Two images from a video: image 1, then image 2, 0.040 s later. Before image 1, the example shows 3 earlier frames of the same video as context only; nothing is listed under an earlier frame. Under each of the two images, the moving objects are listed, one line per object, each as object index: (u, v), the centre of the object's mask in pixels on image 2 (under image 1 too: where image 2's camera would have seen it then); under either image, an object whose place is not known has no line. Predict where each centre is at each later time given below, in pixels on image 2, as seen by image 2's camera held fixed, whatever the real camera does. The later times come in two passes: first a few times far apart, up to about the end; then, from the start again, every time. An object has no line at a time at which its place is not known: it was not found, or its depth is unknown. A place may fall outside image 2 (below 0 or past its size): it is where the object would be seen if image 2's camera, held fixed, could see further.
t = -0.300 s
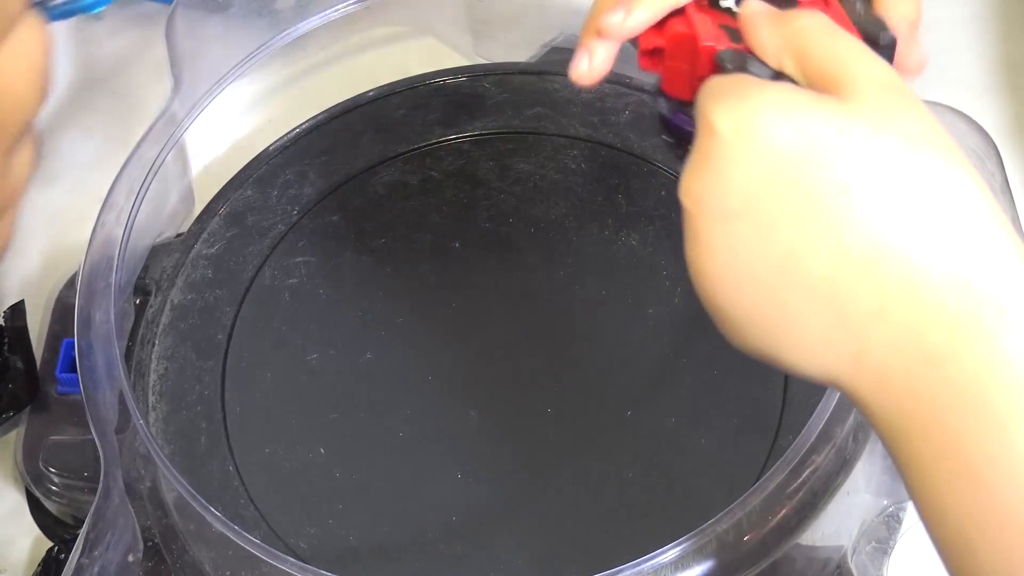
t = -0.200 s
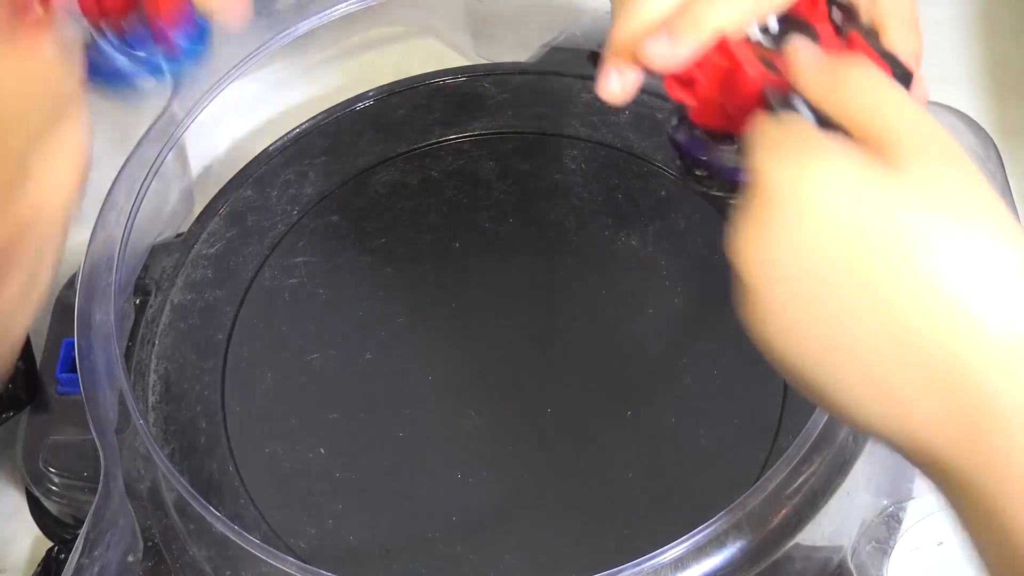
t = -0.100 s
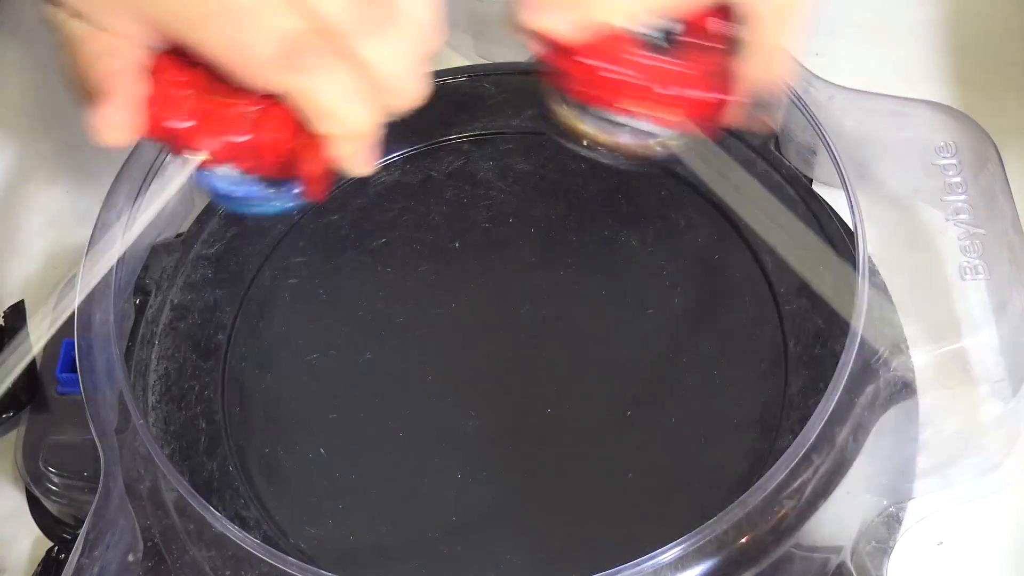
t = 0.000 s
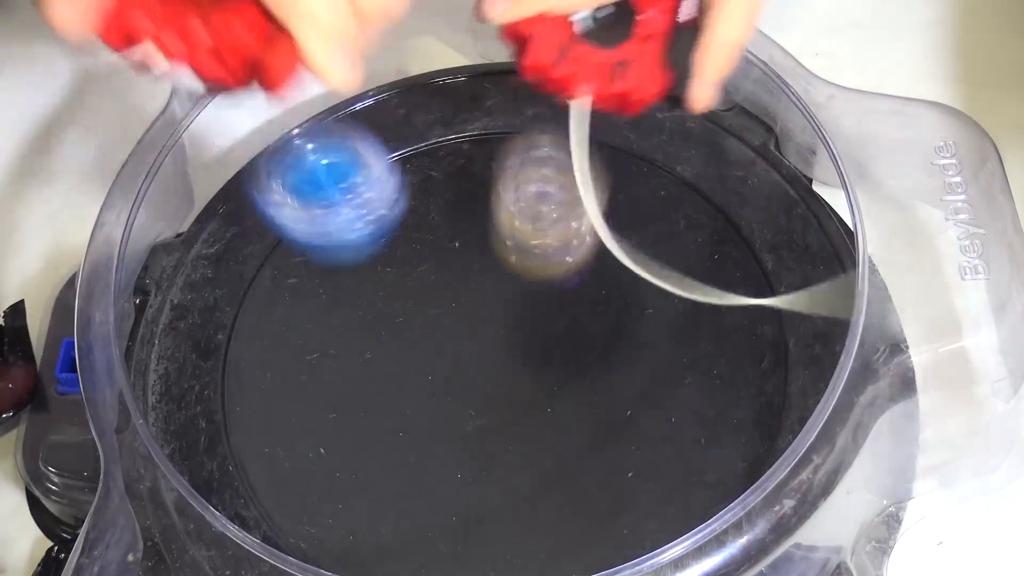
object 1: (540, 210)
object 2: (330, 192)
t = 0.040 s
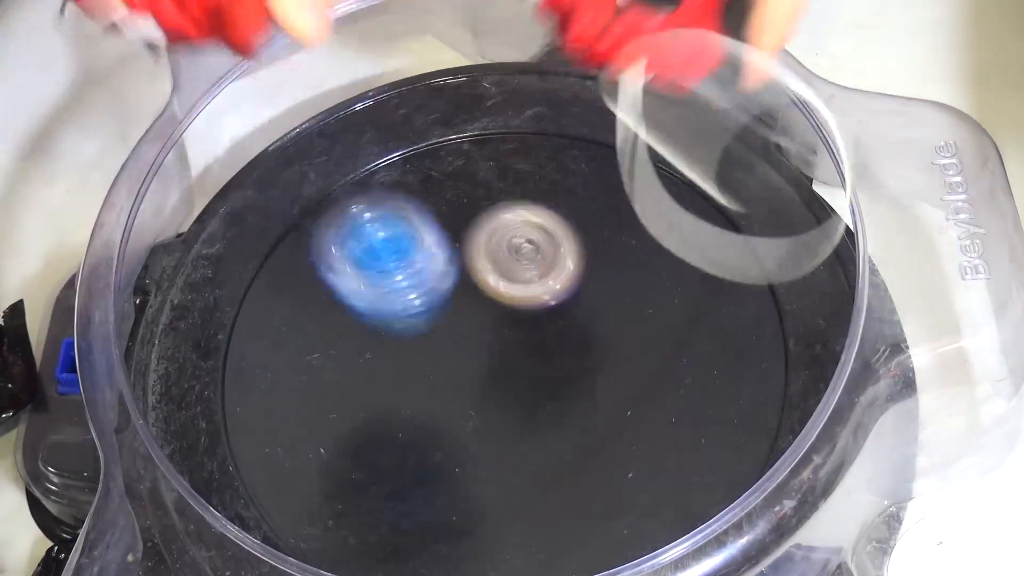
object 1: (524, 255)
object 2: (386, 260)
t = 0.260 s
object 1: (647, 278)
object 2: (351, 452)
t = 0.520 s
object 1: (504, 205)
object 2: (440, 330)
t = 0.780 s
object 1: (357, 268)
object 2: (547, 398)
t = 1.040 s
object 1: (388, 443)
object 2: (645, 500)
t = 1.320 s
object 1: (511, 367)
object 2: (663, 431)
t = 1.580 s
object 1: (383, 164)
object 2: (574, 466)
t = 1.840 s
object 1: (213, 321)
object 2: (477, 419)
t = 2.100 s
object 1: (549, 444)
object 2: (504, 280)
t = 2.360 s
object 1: (651, 143)
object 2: (580, 287)
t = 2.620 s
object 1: (378, 203)
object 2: (572, 383)
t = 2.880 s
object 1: (391, 491)
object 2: (557, 315)
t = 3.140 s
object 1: (695, 452)
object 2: (585, 172)
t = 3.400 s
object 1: (756, 407)
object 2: (432, 138)
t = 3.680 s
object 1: (640, 451)
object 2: (295, 81)
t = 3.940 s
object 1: (545, 445)
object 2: (406, 59)
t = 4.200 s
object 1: (418, 466)
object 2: (403, 61)
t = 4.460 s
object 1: (386, 454)
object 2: (403, 62)
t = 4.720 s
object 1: (416, 370)
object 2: (403, 61)
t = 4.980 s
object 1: (406, 288)
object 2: (403, 61)
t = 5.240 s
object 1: (392, 280)
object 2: (403, 61)
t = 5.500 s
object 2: (405, 61)
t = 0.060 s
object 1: (521, 253)
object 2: (399, 297)
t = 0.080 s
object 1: (552, 263)
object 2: (378, 330)
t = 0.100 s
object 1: (583, 276)
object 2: (358, 364)
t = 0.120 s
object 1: (595, 268)
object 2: (347, 371)
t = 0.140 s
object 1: (603, 258)
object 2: (342, 367)
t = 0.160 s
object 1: (612, 253)
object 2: (339, 368)
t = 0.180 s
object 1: (621, 253)
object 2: (337, 374)
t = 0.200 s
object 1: (630, 258)
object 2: (337, 386)
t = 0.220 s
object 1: (639, 270)
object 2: (340, 403)
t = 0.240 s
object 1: (647, 284)
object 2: (344, 426)
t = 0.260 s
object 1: (647, 278)
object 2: (351, 452)
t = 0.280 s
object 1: (642, 261)
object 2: (356, 454)
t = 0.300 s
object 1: (637, 249)
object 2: (358, 437)
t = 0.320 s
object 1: (632, 241)
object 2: (362, 423)
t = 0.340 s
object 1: (626, 238)
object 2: (368, 415)
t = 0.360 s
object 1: (621, 240)
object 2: (375, 410)
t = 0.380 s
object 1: (608, 228)
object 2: (384, 411)
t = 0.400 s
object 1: (593, 218)
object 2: (393, 416)
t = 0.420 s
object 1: (579, 212)
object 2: (402, 404)
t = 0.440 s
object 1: (565, 211)
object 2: (407, 379)
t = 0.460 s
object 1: (551, 211)
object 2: (415, 360)
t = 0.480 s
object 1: (535, 206)
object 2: (423, 346)
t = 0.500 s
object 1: (520, 205)
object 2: (431, 336)
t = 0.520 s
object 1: (504, 205)
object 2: (440, 330)
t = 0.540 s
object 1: (488, 205)
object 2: (450, 315)
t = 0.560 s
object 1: (474, 206)
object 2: (459, 304)
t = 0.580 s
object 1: (460, 201)
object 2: (467, 305)
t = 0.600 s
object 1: (449, 195)
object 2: (476, 312)
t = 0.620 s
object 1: (438, 193)
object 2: (485, 323)
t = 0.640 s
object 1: (425, 193)
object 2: (494, 329)
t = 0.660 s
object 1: (414, 196)
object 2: (502, 336)
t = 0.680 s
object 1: (402, 202)
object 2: (512, 348)
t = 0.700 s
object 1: (392, 211)
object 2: (522, 359)
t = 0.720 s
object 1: (381, 222)
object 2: (527, 363)
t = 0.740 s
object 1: (371, 234)
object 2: (533, 370)
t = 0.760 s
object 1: (364, 251)
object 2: (540, 383)
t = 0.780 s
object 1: (357, 268)
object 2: (547, 398)
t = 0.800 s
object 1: (353, 287)
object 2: (551, 407)
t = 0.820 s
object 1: (351, 307)
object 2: (554, 416)
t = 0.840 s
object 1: (352, 327)
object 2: (557, 428)
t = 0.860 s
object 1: (356, 349)
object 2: (556, 437)
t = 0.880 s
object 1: (363, 368)
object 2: (550, 435)
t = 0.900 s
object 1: (376, 390)
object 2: (544, 439)
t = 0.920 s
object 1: (390, 409)
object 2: (537, 446)
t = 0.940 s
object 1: (407, 426)
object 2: (531, 458)
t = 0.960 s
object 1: (414, 437)
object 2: (543, 475)
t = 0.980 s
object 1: (405, 439)
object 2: (574, 488)
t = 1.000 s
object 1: (396, 443)
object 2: (602, 499)
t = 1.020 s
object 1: (391, 442)
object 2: (628, 503)
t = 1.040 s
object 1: (388, 443)
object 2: (645, 500)
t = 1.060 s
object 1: (388, 443)
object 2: (660, 497)
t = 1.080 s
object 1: (390, 443)
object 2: (692, 513)
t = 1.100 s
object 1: (394, 441)
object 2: (711, 519)
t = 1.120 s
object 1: (400, 439)
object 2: (726, 524)
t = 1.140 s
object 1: (409, 435)
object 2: (741, 519)
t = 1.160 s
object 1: (417, 431)
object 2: (742, 514)
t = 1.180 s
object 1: (430, 426)
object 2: (738, 501)
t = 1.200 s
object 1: (441, 420)
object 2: (737, 501)
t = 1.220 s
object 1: (454, 411)
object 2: (733, 501)
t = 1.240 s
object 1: (466, 403)
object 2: (709, 472)
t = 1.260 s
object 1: (479, 393)
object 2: (706, 462)
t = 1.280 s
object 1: (491, 384)
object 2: (693, 450)
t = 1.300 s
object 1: (501, 376)
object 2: (680, 439)
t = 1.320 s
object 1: (511, 367)
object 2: (663, 431)
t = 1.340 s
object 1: (519, 358)
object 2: (649, 429)
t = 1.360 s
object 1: (527, 348)
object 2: (633, 430)
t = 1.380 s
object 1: (533, 340)
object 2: (616, 421)
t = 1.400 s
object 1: (528, 320)
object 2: (608, 414)
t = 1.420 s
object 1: (516, 291)
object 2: (607, 419)
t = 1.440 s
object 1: (501, 264)
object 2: (607, 430)
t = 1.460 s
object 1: (488, 240)
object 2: (606, 443)
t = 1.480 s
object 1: (475, 221)
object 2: (603, 449)
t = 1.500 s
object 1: (460, 204)
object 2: (598, 450)
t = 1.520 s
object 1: (444, 191)
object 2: (594, 456)
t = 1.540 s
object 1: (426, 179)
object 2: (589, 466)
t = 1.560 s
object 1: (406, 172)
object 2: (582, 467)
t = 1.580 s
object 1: (383, 164)
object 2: (574, 466)
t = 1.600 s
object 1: (363, 162)
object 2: (567, 470)
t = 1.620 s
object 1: (339, 162)
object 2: (558, 476)
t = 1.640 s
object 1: (322, 170)
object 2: (548, 473)
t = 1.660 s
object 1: (307, 184)
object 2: (535, 467)
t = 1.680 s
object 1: (287, 199)
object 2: (525, 467)
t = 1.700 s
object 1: (270, 213)
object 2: (514, 470)
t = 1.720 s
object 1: (253, 229)
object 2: (506, 469)
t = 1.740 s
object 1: (237, 245)
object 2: (497, 462)
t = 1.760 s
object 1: (227, 260)
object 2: (491, 456)
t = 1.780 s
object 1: (218, 276)
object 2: (485, 447)
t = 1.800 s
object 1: (212, 292)
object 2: (482, 436)
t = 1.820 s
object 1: (212, 306)
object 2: (479, 428)
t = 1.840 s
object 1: (213, 321)
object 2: (477, 419)
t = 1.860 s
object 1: (219, 339)
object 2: (477, 405)
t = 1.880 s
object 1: (228, 357)
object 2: (477, 395)
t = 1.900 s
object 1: (242, 376)
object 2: (478, 387)
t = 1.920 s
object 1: (260, 396)
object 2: (477, 371)
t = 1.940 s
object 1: (282, 414)
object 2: (478, 358)
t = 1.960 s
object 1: (305, 429)
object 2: (479, 349)
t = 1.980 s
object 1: (334, 443)
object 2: (481, 343)
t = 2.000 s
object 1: (368, 453)
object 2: (483, 329)
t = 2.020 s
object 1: (403, 461)
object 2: (485, 315)
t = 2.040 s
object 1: (439, 464)
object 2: (489, 306)
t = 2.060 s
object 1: (479, 462)
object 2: (493, 301)
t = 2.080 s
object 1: (517, 454)
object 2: (498, 293)
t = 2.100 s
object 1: (549, 444)
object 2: (504, 280)
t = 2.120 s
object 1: (575, 430)
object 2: (510, 272)
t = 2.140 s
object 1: (600, 413)
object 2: (518, 269)
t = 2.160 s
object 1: (625, 392)
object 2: (526, 270)
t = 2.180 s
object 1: (644, 370)
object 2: (531, 267)
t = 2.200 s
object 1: (662, 344)
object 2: (534, 261)
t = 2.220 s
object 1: (675, 314)
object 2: (537, 260)
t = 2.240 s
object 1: (686, 285)
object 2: (542, 263)
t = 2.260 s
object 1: (690, 258)
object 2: (547, 272)
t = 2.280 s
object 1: (690, 233)
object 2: (552, 275)
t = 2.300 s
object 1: (685, 206)
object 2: (558, 270)
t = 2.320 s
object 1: (677, 182)
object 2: (565, 270)
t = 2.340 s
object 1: (667, 160)
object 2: (572, 276)
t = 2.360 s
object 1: (651, 143)
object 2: (580, 287)
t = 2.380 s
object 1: (623, 138)
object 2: (586, 300)
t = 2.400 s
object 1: (593, 133)
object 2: (589, 305)
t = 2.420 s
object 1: (566, 130)
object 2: (588, 309)
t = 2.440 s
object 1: (541, 127)
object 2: (588, 318)
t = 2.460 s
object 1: (518, 127)
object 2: (589, 333)
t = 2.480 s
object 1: (493, 130)
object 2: (588, 345)
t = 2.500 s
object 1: (470, 134)
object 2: (587, 345)
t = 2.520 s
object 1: (451, 140)
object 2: (585, 349)
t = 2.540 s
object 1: (435, 147)
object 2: (583, 357)
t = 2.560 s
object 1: (417, 159)
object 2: (582, 368)
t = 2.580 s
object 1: (401, 172)
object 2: (578, 372)
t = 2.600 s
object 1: (388, 186)
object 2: (574, 375)
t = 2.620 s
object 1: (378, 203)
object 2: (572, 383)
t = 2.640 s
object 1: (369, 223)
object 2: (568, 392)
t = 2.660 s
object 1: (361, 242)
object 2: (565, 389)
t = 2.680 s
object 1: (358, 261)
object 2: (562, 387)
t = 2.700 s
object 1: (358, 281)
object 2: (560, 390)
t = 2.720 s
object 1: (360, 303)
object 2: (556, 396)
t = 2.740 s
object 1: (365, 327)
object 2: (551, 395)
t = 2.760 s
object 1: (374, 348)
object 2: (543, 390)
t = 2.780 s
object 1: (385, 368)
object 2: (534, 383)
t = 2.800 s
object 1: (400, 387)
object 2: (527, 380)
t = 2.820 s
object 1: (402, 412)
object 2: (528, 369)
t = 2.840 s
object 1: (391, 441)
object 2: (540, 353)
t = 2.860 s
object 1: (389, 468)
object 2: (548, 333)
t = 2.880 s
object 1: (391, 491)
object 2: (557, 315)
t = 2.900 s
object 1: (400, 517)
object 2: (565, 299)
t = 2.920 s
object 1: (414, 532)
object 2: (568, 282)
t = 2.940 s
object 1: (432, 542)
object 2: (569, 265)
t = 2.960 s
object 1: (457, 549)
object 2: (569, 250)
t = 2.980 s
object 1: (493, 554)
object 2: (569, 235)
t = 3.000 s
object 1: (530, 548)
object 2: (569, 221)
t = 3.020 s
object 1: (561, 541)
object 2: (570, 209)
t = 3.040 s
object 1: (588, 532)
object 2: (572, 199)
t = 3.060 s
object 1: (613, 521)
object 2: (574, 190)
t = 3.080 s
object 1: (637, 507)
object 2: (577, 183)
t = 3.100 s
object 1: (661, 489)
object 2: (580, 177)
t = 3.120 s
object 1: (679, 472)
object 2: (583, 173)
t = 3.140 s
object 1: (695, 452)
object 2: (585, 172)
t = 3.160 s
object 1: (705, 432)
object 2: (587, 172)
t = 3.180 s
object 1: (710, 413)
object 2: (590, 175)
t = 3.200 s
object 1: (712, 394)
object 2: (593, 179)
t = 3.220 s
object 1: (710, 375)
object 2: (596, 185)
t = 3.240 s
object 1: (705, 356)
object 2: (598, 193)
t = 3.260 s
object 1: (698, 339)
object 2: (599, 203)
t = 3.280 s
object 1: (686, 322)
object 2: (600, 214)
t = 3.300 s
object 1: (677, 313)
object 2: (597, 222)
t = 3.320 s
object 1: (701, 332)
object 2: (567, 208)
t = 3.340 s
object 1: (726, 356)
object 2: (530, 189)
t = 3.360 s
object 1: (748, 378)
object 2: (496, 171)
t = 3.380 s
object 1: (759, 395)
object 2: (463, 153)
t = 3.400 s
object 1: (756, 407)
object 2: (432, 138)
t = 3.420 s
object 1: (744, 416)
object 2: (406, 128)
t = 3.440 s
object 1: (730, 429)
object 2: (382, 121)
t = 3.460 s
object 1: (717, 438)
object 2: (359, 116)
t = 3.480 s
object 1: (707, 440)
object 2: (337, 113)
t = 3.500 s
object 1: (696, 446)
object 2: (317, 106)
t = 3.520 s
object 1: (685, 451)
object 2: (298, 104)
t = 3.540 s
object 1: (675, 448)
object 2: (281, 103)
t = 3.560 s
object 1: (667, 450)
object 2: (265, 106)
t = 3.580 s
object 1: (658, 451)
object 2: (250, 114)
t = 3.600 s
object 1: (653, 450)
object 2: (233, 100)
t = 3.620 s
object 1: (652, 452)
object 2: (248, 84)
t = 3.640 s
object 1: (650, 451)
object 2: (274, 87)
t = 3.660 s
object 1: (645, 452)
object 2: (286, 84)
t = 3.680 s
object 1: (640, 451)
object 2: (295, 81)
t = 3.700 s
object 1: (635, 450)
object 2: (300, 76)
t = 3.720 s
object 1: (629, 449)
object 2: (305, 72)
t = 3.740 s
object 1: (623, 448)
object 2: (309, 70)
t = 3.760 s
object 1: (618, 448)
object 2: (314, 67)
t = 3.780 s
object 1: (611, 449)
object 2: (319, 66)
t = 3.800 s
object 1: (605, 449)
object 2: (329, 63)
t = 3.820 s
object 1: (598, 449)
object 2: (336, 62)
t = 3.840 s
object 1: (590, 448)
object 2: (353, 60)
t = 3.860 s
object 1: (582, 448)
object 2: (366, 58)
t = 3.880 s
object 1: (574, 447)
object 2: (375, 60)
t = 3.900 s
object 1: (565, 446)
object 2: (390, 59)
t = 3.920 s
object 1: (555, 445)
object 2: (401, 57)
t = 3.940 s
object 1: (545, 445)
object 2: (406, 59)
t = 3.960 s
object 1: (536, 444)
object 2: (404, 60)
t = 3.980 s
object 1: (526, 444)
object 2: (403, 60)
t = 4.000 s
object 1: (516, 444)
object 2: (403, 61)
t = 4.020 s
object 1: (505, 444)
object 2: (403, 61)
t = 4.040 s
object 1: (495, 444)
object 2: (403, 61)
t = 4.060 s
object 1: (484, 446)
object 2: (403, 61)
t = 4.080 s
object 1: (473, 448)
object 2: (403, 61)
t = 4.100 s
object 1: (461, 451)
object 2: (403, 61)
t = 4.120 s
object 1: (451, 454)
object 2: (403, 61)
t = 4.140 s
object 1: (442, 457)
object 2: (403, 61)
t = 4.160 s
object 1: (433, 460)
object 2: (403, 61)
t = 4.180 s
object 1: (425, 463)
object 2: (403, 61)
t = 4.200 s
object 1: (418, 466)
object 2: (403, 61)
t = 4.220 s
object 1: (411, 468)
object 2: (403, 61)
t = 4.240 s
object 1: (405, 469)
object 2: (403, 61)
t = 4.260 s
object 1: (399, 471)
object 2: (403, 61)
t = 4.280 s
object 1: (394, 472)
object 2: (403, 61)
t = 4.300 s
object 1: (391, 472)
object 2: (403, 61)
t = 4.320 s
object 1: (387, 472)
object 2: (403, 61)
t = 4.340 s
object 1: (386, 471)
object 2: (403, 61)
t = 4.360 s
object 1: (384, 470)
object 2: (403, 61)
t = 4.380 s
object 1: (384, 468)
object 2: (403, 61)
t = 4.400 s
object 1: (384, 465)
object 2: (403, 62)
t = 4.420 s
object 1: (384, 462)
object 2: (403, 62)
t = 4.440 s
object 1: (384, 458)
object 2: (403, 62)
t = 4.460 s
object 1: (386, 454)
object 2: (403, 62)
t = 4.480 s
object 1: (387, 449)
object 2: (403, 61)
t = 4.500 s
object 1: (389, 444)
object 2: (403, 61)
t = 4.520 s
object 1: (392, 439)
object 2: (403, 61)
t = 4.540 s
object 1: (394, 432)
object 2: (403, 61)
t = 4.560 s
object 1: (396, 426)
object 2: (403, 61)
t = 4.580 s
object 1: (399, 419)
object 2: (403, 61)
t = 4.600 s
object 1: (401, 413)
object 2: (403, 61)
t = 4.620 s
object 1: (404, 405)
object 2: (403, 61)
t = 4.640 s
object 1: (406, 399)
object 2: (403, 61)
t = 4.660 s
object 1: (409, 391)
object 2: (403, 61)
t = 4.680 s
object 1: (412, 385)
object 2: (403, 61)
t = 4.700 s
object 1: (414, 377)
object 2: (403, 61)
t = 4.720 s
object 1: (416, 370)
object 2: (403, 61)
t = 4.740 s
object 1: (417, 363)
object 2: (403, 61)
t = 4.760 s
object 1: (418, 356)
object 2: (403, 61)
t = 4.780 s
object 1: (418, 348)
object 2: (403, 61)
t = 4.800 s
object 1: (418, 342)
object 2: (403, 61)
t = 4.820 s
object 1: (418, 335)
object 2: (403, 61)
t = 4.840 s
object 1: (417, 329)
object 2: (403, 61)
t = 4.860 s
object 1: (416, 322)
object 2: (403, 61)
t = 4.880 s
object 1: (415, 316)
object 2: (403, 61)
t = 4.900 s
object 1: (413, 310)
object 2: (403, 61)
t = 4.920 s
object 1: (411, 304)
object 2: (403, 61)
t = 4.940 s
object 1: (409, 298)
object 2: (403, 61)
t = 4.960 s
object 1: (407, 293)
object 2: (403, 61)
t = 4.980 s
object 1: (406, 288)
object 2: (403, 61)
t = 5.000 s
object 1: (404, 284)
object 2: (403, 61)
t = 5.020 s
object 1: (403, 281)
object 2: (403, 61)
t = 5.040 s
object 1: (401, 278)
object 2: (403, 61)
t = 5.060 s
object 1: (400, 276)
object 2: (403, 61)
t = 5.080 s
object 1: (398, 275)
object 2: (403, 61)
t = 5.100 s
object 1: (397, 273)
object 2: (403, 61)
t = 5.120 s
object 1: (396, 273)
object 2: (403, 61)
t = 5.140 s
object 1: (395, 273)
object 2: (403, 61)
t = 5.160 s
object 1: (394, 274)
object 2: (403, 61)
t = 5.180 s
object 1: (394, 276)
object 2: (403, 61)
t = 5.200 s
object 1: (393, 277)
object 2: (403, 61)
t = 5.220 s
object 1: (393, 278)
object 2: (403, 61)
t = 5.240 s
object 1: (392, 280)
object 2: (403, 61)
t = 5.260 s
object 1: (392, 282)
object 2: (403, 61)
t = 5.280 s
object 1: (392, 284)
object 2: (403, 61)
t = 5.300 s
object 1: (393, 285)
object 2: (403, 61)
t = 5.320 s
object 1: (396, 287)
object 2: (403, 61)
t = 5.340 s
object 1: (400, 288)
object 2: (403, 61)
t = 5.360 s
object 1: (405, 289)
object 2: (403, 61)
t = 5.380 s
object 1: (410, 289)
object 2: (403, 61)
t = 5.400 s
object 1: (415, 289)
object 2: (402, 62)
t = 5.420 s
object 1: (421, 288)
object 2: (402, 62)
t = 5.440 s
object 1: (429, 285)
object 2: (404, 61)
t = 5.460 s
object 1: (438, 283)
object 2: (405, 61)
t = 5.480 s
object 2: (405, 61)
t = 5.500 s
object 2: (405, 61)
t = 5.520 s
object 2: (404, 61)
